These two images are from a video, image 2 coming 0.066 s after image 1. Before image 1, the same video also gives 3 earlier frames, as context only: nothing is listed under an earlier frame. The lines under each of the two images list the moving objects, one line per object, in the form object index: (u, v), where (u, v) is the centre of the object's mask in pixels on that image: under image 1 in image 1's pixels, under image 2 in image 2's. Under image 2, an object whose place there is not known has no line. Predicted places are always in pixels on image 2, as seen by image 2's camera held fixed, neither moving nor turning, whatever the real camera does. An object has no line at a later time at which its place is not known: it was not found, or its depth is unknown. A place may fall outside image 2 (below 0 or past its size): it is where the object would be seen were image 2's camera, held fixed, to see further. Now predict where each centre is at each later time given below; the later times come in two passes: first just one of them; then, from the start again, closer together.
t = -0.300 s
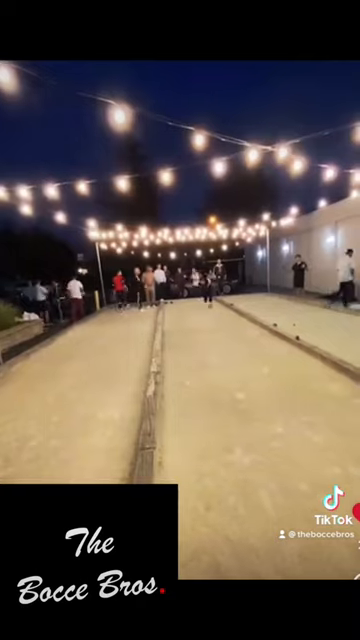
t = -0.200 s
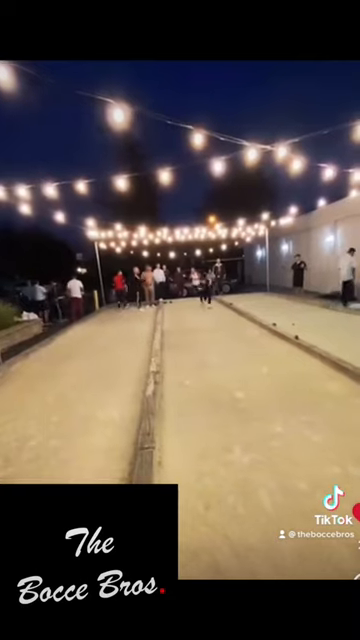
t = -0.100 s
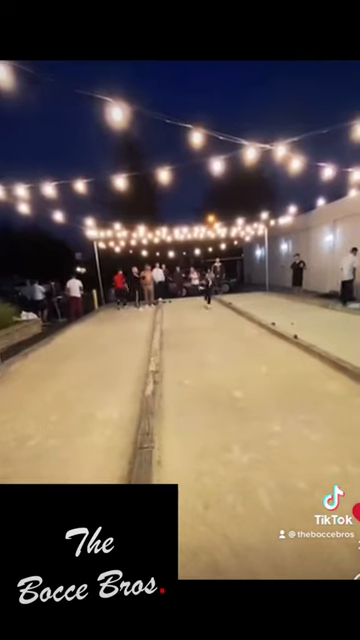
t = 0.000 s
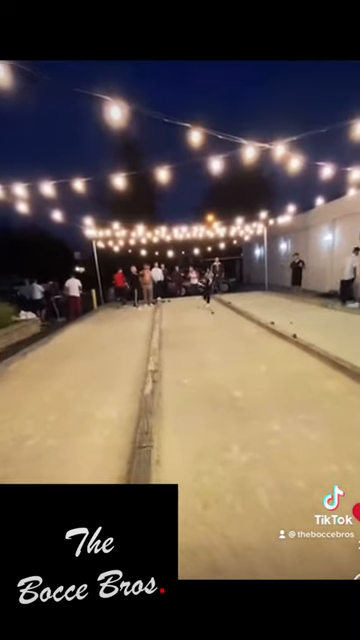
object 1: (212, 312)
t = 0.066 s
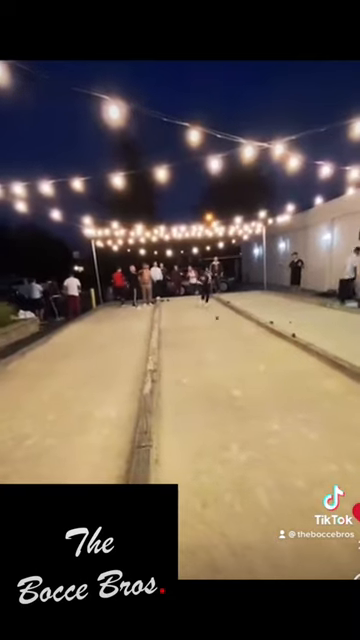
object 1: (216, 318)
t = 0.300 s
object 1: (245, 338)
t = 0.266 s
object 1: (240, 335)
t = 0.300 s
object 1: (245, 338)
